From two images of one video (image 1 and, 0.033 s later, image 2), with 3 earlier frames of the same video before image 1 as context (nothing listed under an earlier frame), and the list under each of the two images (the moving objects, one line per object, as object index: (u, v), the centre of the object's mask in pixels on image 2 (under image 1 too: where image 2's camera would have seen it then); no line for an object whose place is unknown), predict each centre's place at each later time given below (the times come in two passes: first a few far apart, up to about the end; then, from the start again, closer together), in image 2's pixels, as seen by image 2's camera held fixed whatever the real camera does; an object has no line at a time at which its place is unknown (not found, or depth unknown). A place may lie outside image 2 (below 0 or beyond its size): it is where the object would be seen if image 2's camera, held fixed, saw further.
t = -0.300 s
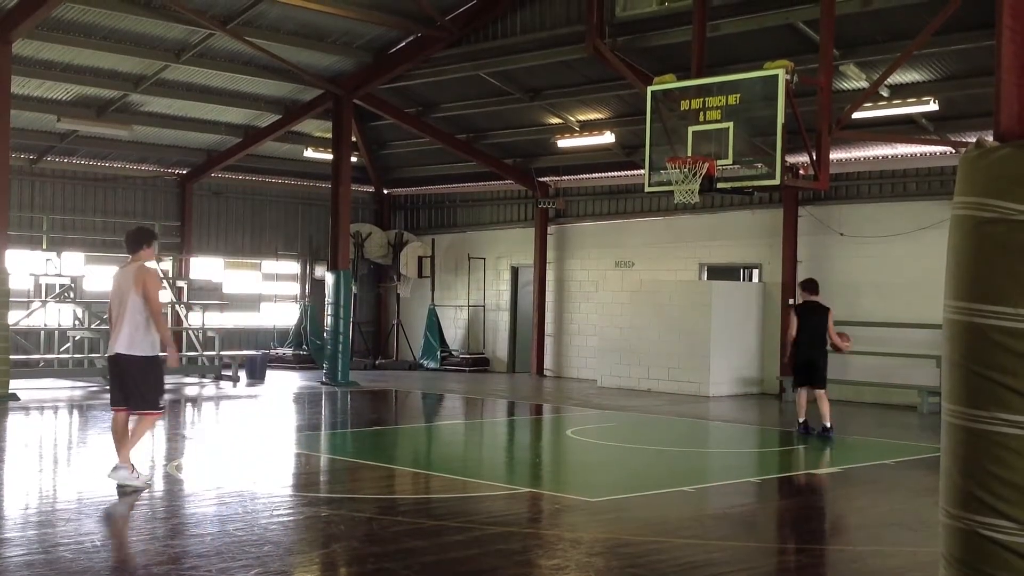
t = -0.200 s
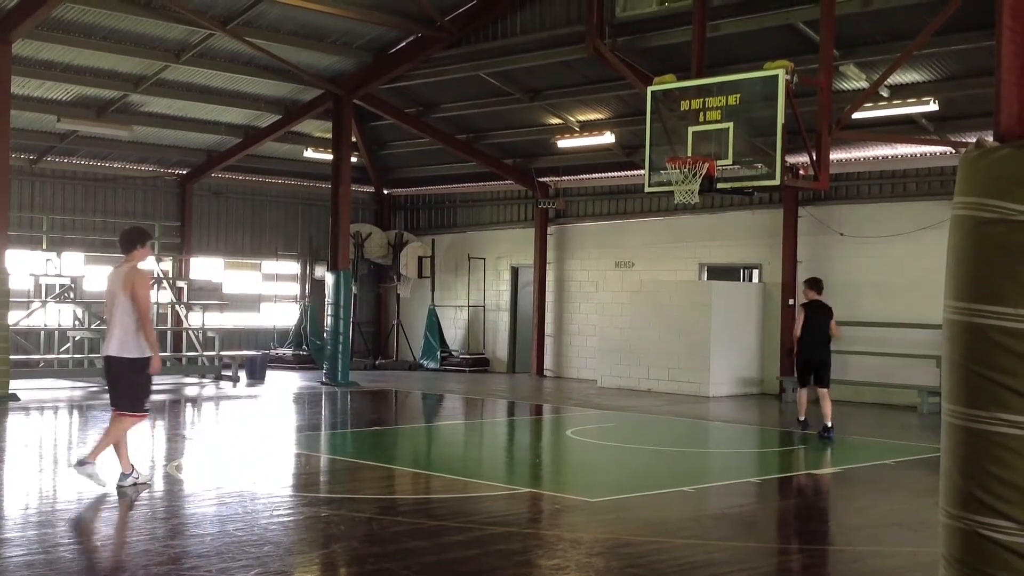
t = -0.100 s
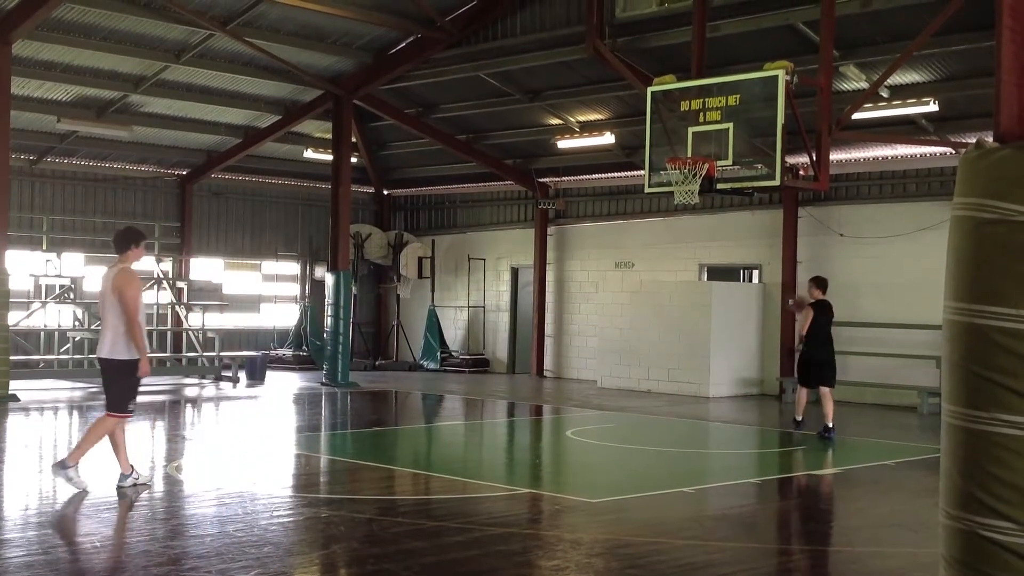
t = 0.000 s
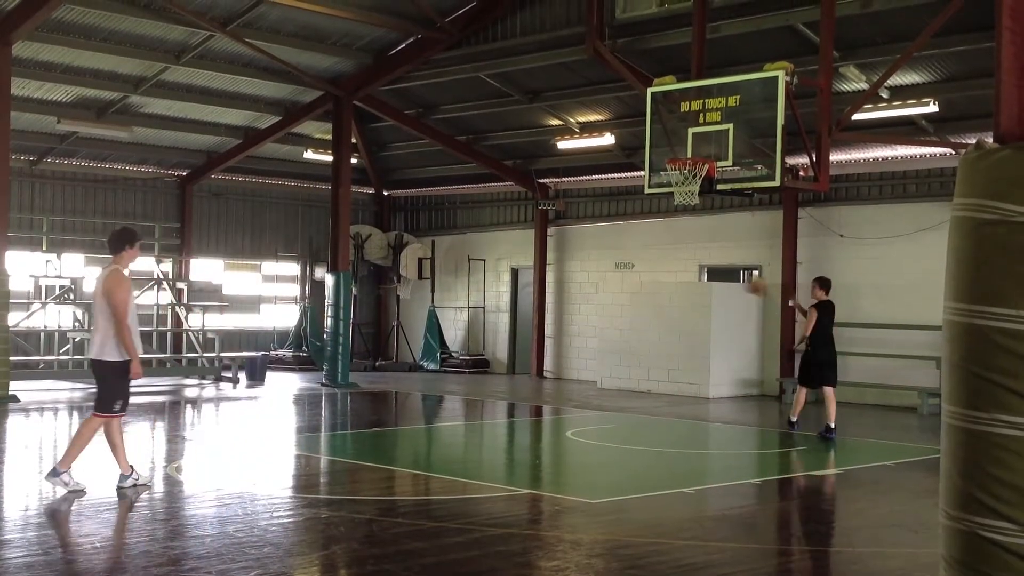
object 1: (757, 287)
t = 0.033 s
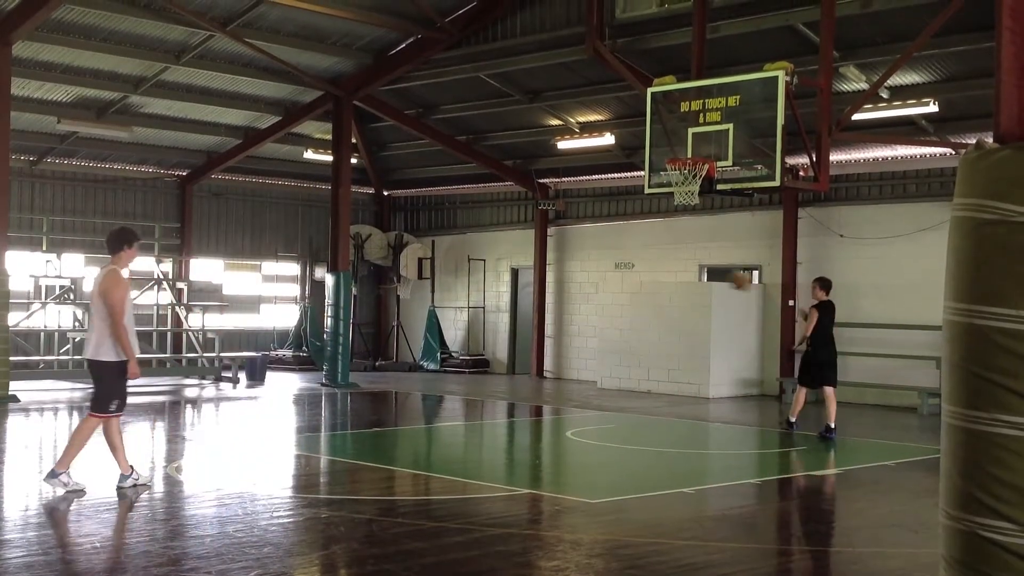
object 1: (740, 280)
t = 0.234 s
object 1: (636, 275)
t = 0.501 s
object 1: (472, 325)
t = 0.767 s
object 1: (267, 454)
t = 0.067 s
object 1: (725, 276)
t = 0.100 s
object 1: (711, 274)
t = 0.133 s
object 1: (688, 272)
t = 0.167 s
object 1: (674, 272)
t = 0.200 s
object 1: (655, 273)
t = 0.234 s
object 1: (636, 275)
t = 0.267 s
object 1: (618, 277)
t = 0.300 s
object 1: (600, 280)
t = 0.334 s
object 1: (582, 283)
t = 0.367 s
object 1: (562, 290)
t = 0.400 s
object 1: (539, 296)
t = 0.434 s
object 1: (519, 303)
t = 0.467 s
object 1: (497, 314)
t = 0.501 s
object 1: (472, 325)
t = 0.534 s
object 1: (452, 337)
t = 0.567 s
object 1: (427, 350)
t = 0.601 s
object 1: (403, 365)
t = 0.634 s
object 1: (378, 382)
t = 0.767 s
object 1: (267, 454)
